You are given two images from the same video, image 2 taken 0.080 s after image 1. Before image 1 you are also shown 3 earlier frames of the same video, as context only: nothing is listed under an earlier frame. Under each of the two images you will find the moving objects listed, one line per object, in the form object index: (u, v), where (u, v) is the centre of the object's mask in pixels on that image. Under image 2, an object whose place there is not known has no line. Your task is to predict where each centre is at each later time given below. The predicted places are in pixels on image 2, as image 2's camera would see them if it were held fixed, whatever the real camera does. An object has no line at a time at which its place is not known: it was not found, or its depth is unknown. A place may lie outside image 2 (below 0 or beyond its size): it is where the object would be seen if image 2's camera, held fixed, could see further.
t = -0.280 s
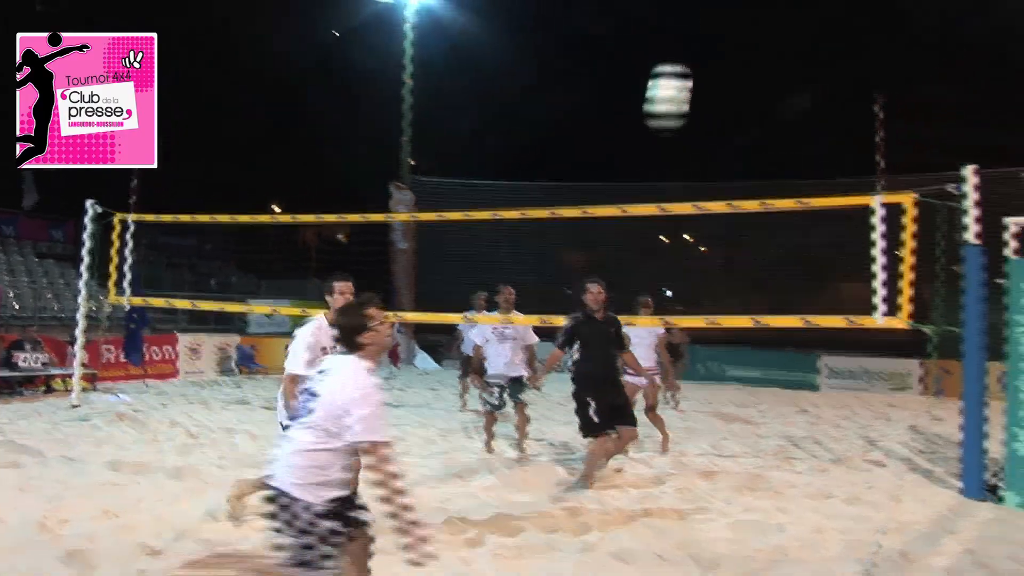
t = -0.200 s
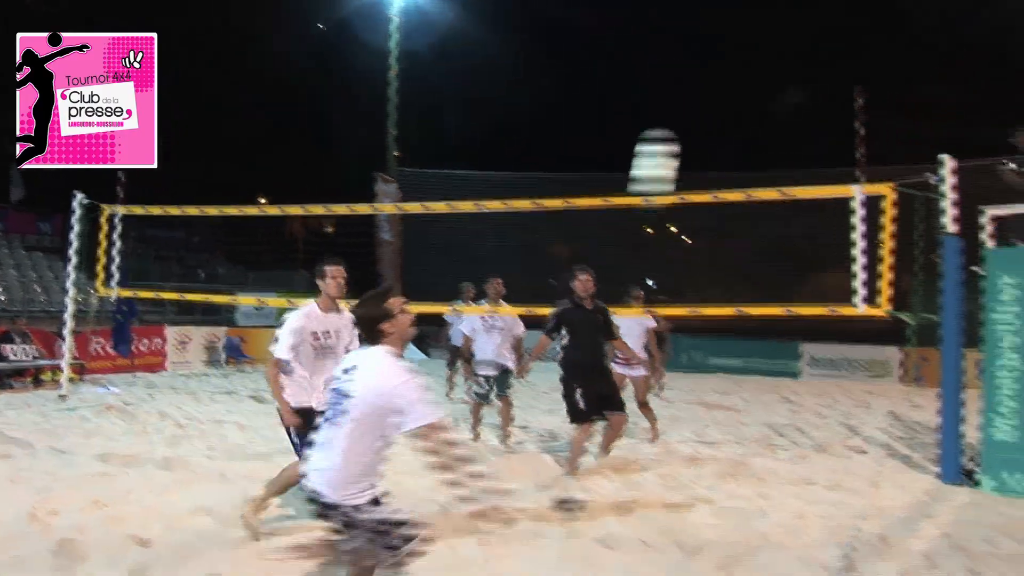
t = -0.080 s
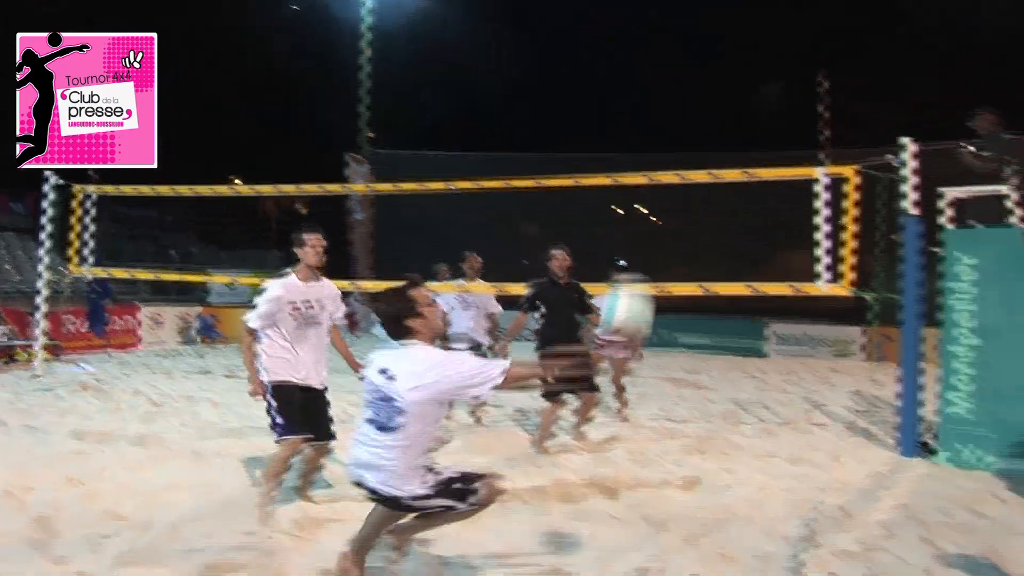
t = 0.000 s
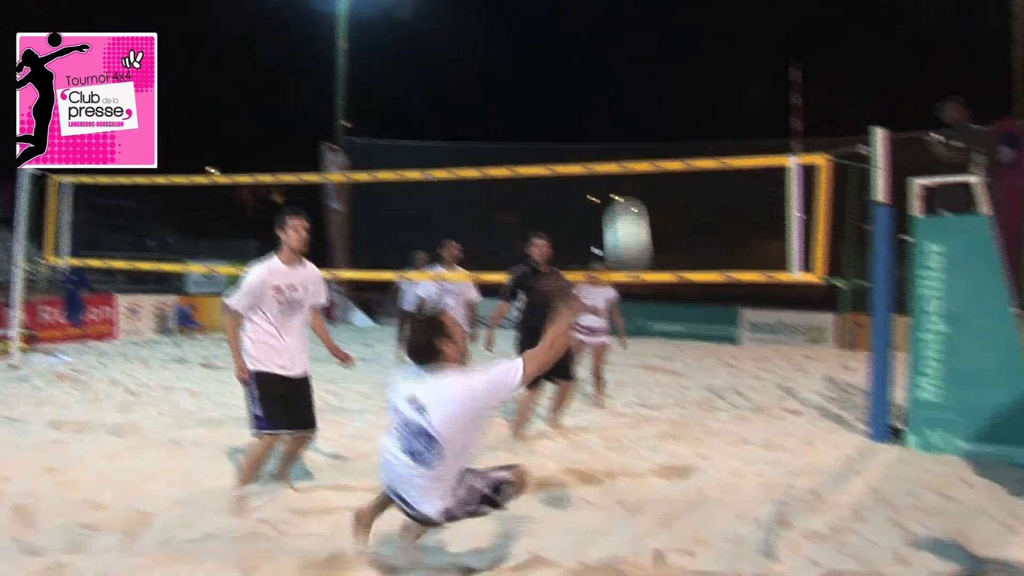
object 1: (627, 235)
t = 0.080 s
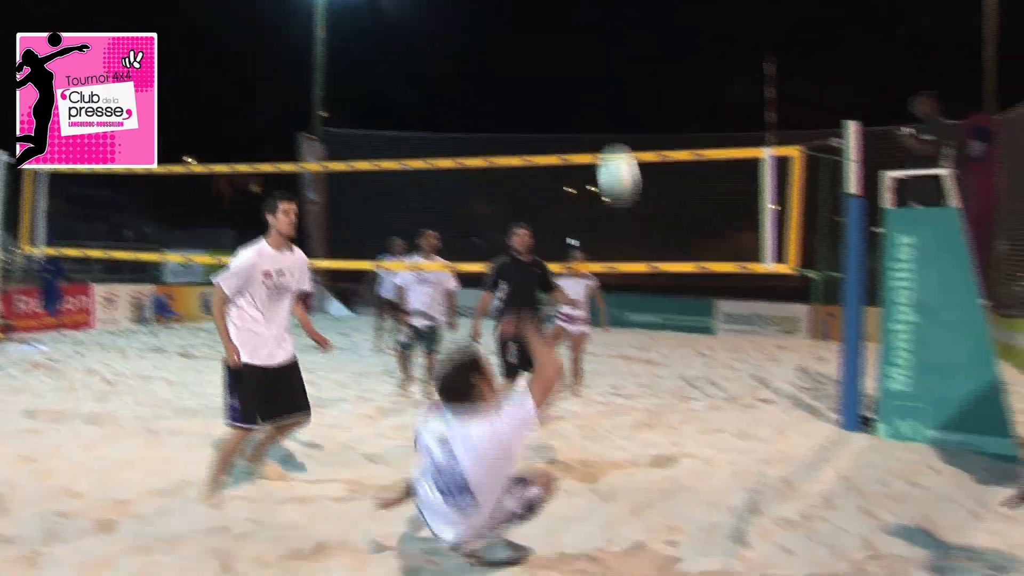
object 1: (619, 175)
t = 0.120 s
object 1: (624, 157)
